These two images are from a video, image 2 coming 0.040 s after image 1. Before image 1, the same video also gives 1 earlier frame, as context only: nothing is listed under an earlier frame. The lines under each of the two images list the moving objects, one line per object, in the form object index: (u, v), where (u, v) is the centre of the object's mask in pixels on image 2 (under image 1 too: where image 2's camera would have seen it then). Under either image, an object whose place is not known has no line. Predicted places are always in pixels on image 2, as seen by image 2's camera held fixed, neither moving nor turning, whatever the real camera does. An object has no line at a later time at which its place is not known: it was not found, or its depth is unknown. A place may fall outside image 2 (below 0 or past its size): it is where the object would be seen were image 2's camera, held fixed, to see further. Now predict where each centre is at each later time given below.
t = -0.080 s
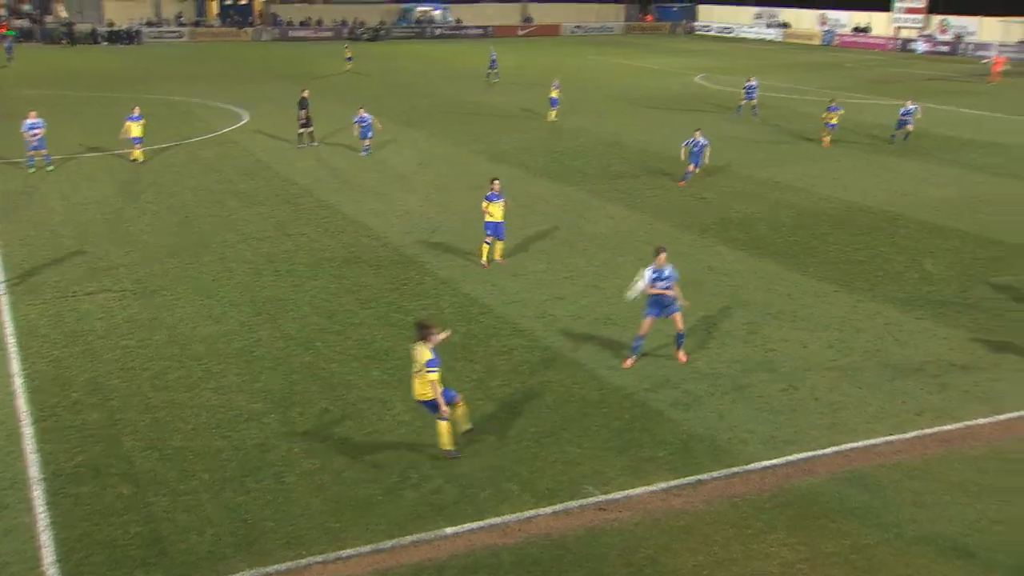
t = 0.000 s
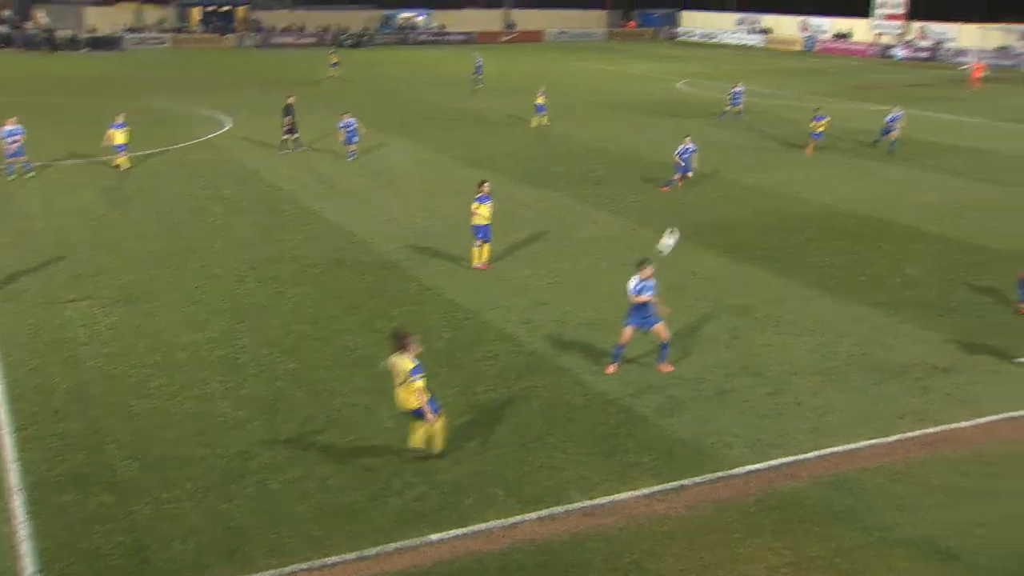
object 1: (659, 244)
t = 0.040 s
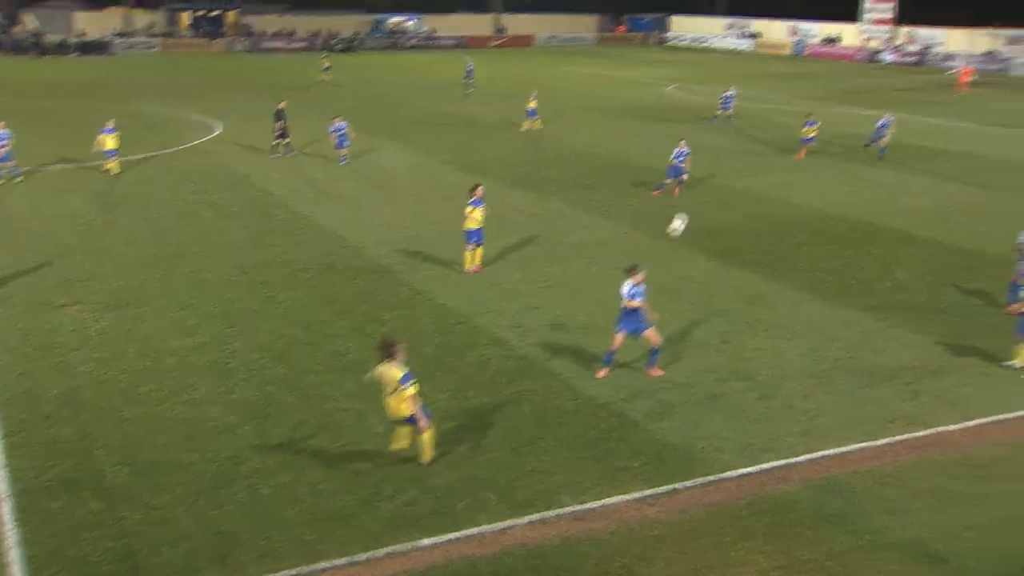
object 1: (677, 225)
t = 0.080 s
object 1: (696, 205)
